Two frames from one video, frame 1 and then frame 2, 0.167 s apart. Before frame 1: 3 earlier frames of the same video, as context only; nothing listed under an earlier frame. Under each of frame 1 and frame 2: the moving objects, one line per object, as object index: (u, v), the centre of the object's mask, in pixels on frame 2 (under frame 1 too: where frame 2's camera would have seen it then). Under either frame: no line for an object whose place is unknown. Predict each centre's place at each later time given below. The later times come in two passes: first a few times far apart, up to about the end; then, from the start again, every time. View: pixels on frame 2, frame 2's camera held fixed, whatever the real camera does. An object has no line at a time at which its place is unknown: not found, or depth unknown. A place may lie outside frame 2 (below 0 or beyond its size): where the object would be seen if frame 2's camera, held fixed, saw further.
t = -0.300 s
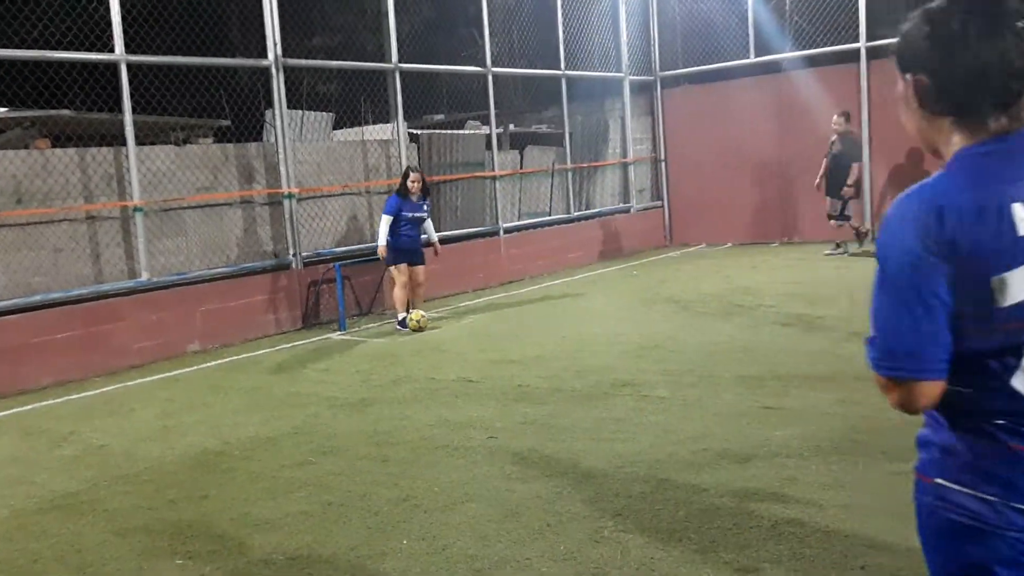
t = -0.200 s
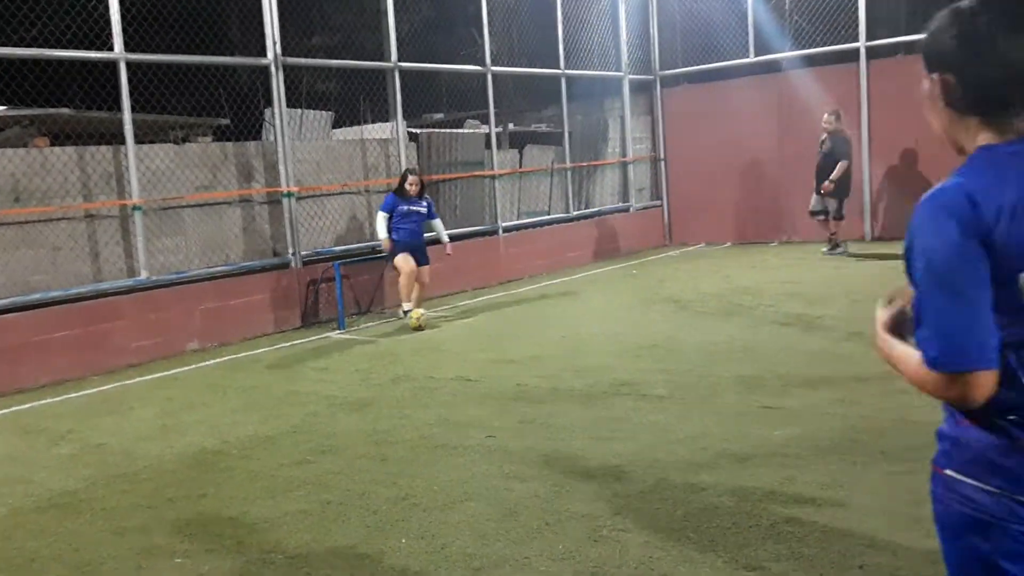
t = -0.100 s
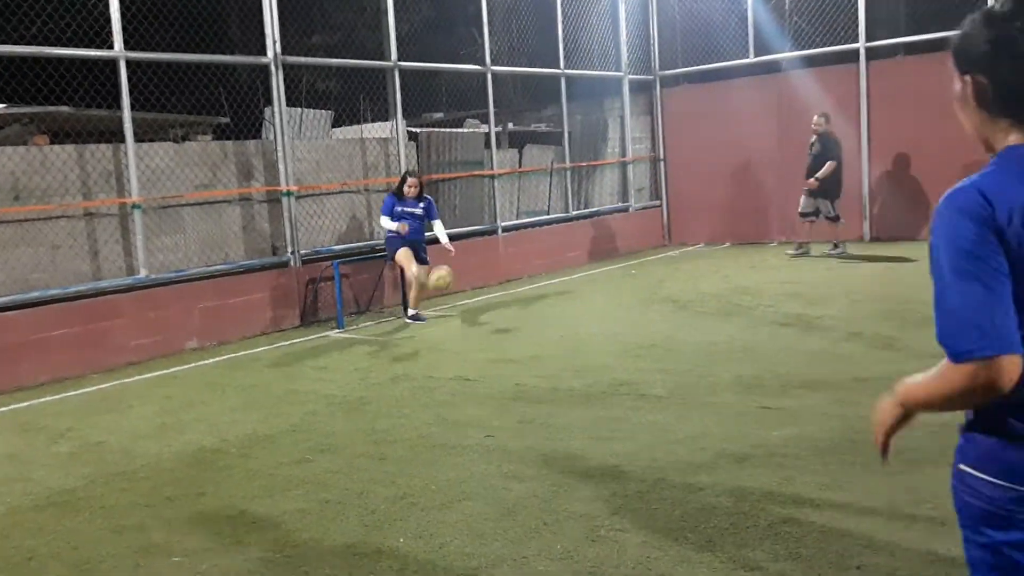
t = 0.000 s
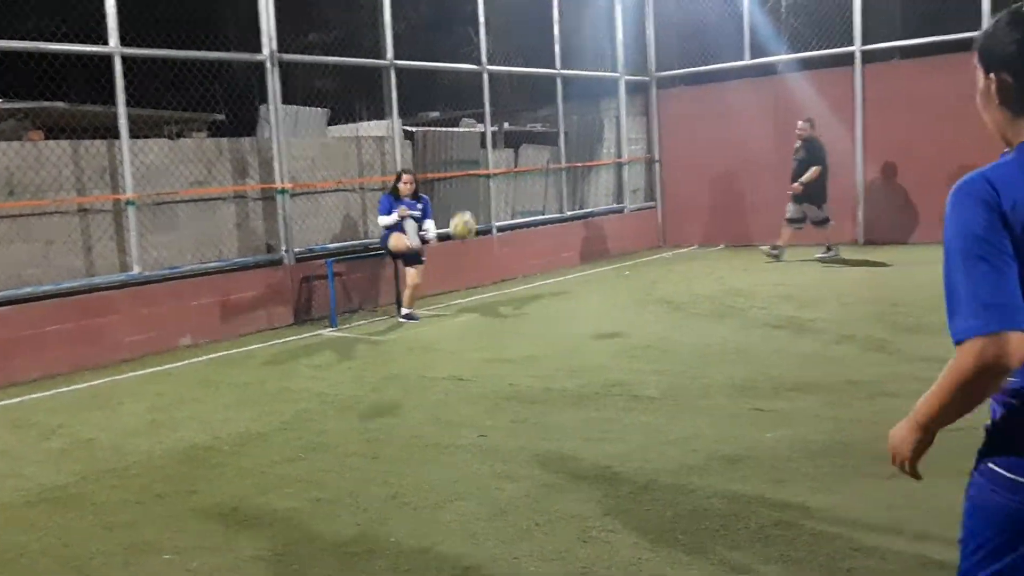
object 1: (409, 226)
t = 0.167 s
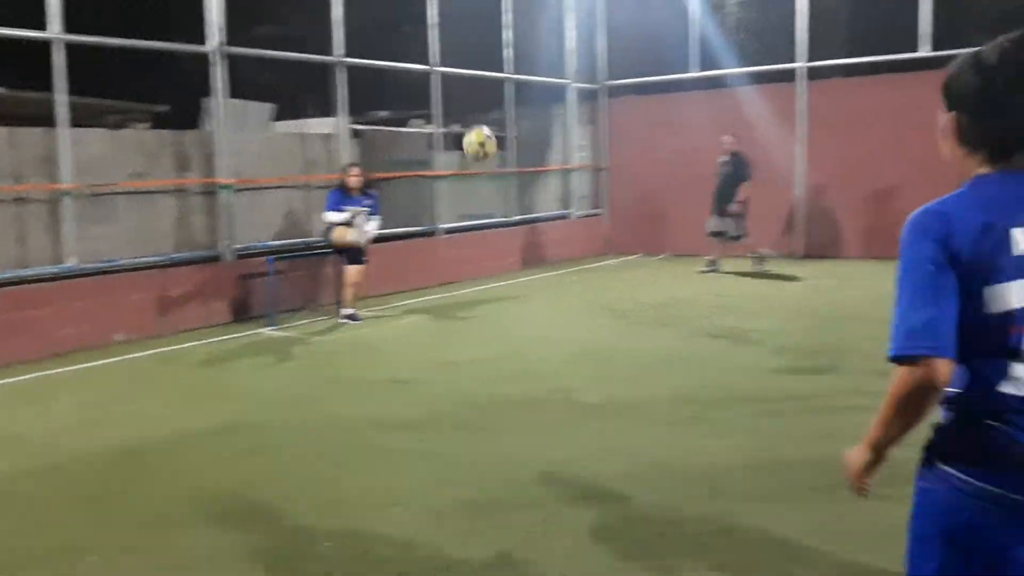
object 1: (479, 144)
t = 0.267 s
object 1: (540, 99)
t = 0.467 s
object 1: (750, 29)
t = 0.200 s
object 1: (497, 129)
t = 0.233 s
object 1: (518, 113)
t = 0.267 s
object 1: (540, 99)
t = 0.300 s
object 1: (566, 84)
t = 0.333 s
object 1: (593, 71)
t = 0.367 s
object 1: (623, 60)
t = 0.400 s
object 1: (660, 48)
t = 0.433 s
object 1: (702, 40)
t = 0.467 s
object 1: (750, 29)
